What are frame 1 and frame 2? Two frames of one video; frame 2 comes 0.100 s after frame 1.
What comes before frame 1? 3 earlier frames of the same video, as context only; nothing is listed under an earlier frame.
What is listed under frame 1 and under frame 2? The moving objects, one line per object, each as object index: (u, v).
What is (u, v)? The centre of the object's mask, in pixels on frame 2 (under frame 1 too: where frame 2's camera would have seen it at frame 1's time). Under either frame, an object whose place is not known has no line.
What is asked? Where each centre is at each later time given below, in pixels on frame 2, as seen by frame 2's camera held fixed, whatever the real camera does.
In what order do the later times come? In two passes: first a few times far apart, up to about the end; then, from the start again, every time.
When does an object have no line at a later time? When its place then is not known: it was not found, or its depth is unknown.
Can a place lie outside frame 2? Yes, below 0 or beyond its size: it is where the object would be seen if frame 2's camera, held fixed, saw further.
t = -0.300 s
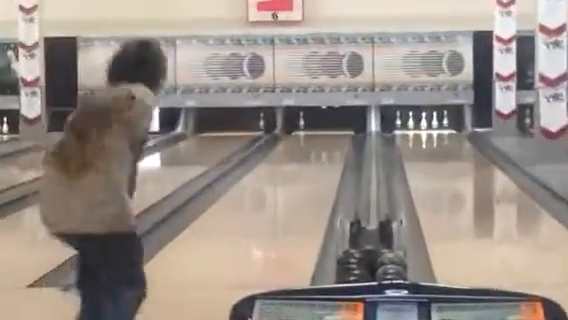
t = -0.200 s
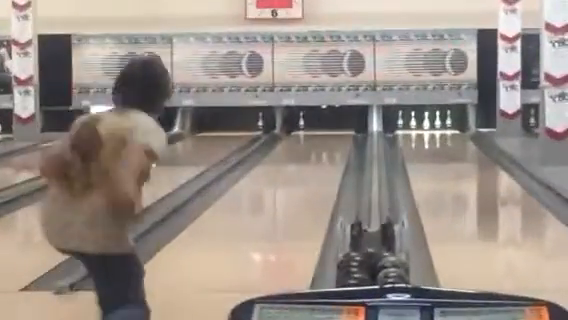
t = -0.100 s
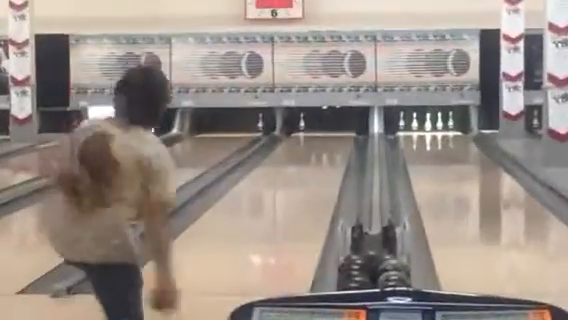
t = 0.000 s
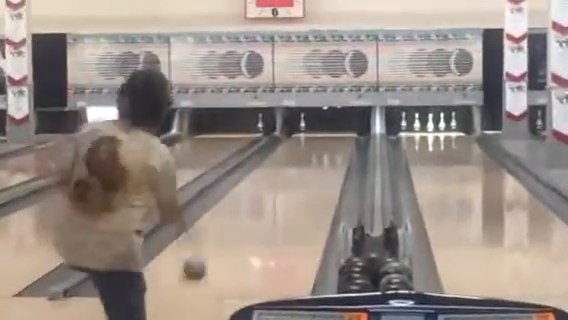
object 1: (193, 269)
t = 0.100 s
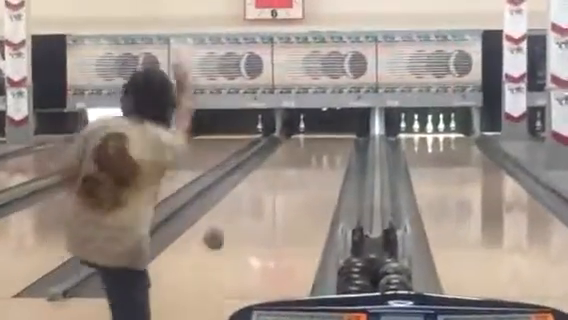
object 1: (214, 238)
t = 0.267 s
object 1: (239, 234)
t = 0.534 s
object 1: (263, 197)
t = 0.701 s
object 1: (272, 181)
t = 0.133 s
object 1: (219, 235)
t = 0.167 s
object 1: (225, 232)
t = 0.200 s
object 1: (229, 231)
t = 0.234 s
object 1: (235, 232)
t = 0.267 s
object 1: (239, 234)
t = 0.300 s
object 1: (242, 230)
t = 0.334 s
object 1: (245, 224)
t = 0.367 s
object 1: (249, 219)
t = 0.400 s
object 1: (251, 214)
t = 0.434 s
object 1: (254, 212)
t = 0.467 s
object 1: (257, 207)
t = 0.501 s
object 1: (259, 204)
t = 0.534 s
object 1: (263, 197)
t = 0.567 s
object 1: (264, 193)
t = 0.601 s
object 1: (266, 193)
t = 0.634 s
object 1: (269, 190)
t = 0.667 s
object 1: (271, 185)
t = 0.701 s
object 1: (272, 181)
